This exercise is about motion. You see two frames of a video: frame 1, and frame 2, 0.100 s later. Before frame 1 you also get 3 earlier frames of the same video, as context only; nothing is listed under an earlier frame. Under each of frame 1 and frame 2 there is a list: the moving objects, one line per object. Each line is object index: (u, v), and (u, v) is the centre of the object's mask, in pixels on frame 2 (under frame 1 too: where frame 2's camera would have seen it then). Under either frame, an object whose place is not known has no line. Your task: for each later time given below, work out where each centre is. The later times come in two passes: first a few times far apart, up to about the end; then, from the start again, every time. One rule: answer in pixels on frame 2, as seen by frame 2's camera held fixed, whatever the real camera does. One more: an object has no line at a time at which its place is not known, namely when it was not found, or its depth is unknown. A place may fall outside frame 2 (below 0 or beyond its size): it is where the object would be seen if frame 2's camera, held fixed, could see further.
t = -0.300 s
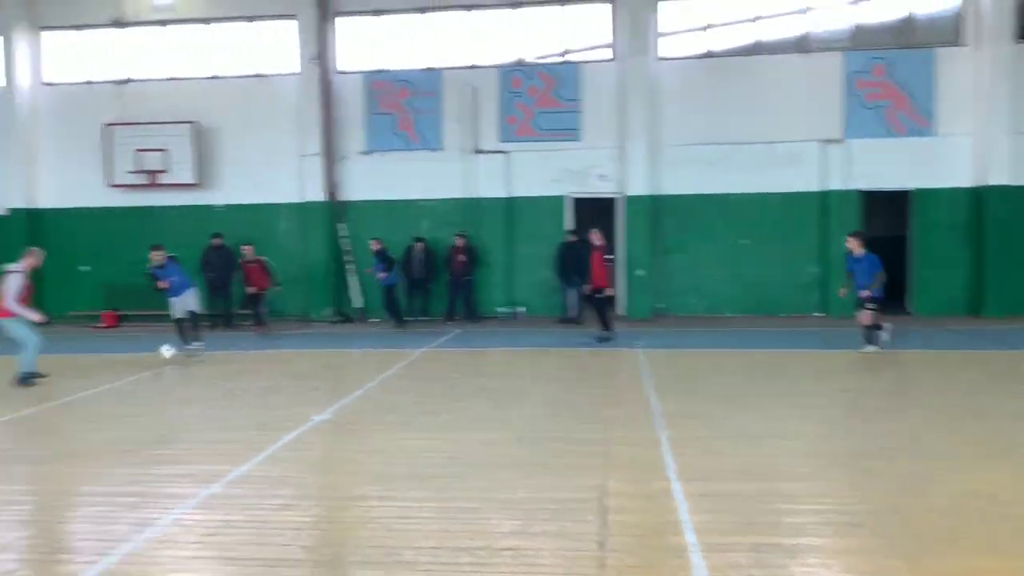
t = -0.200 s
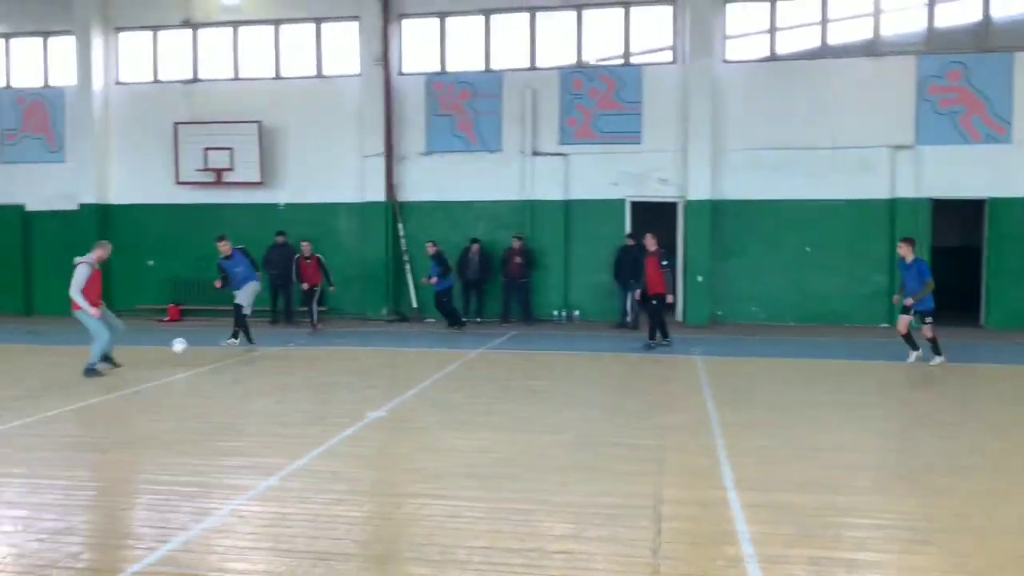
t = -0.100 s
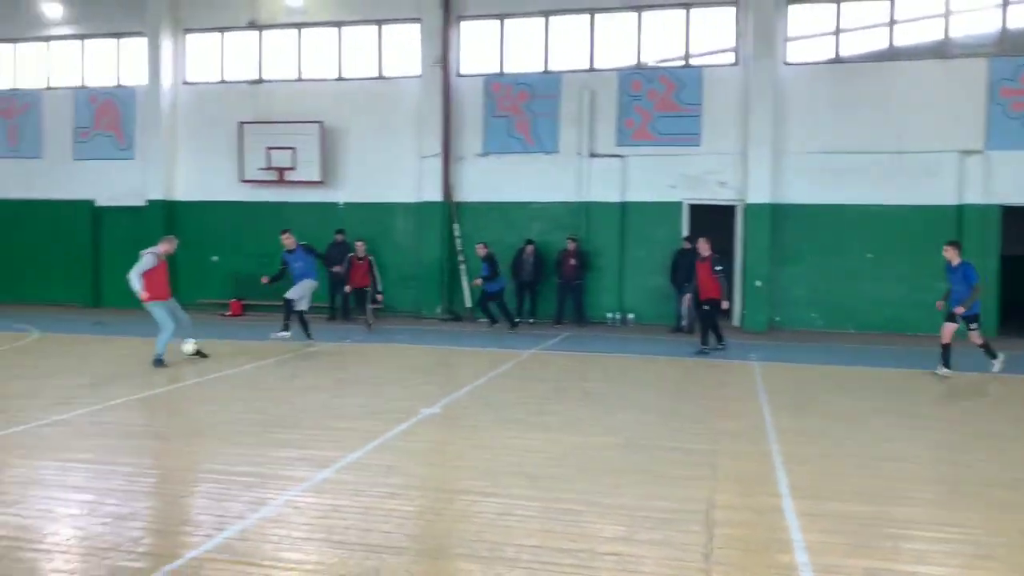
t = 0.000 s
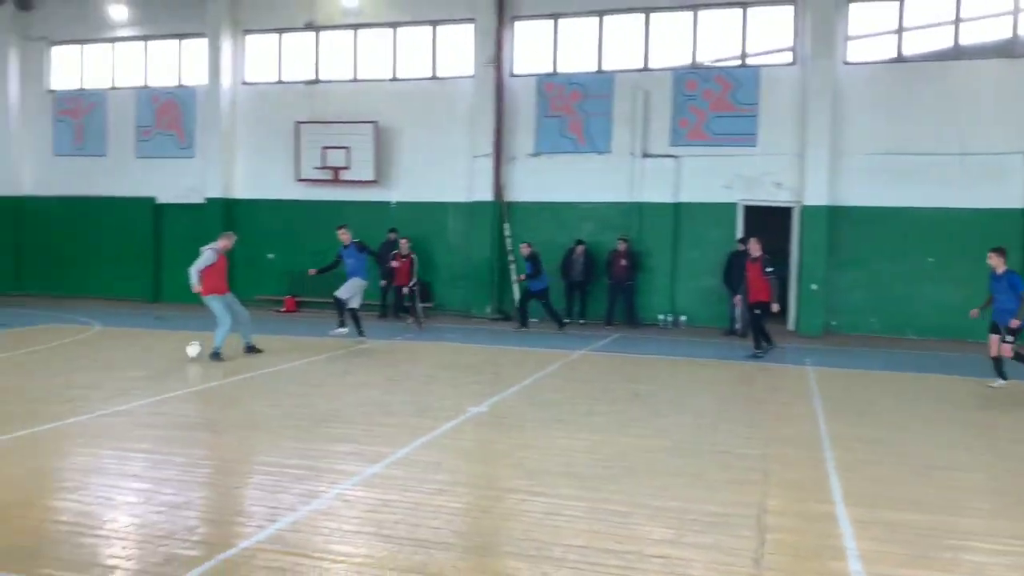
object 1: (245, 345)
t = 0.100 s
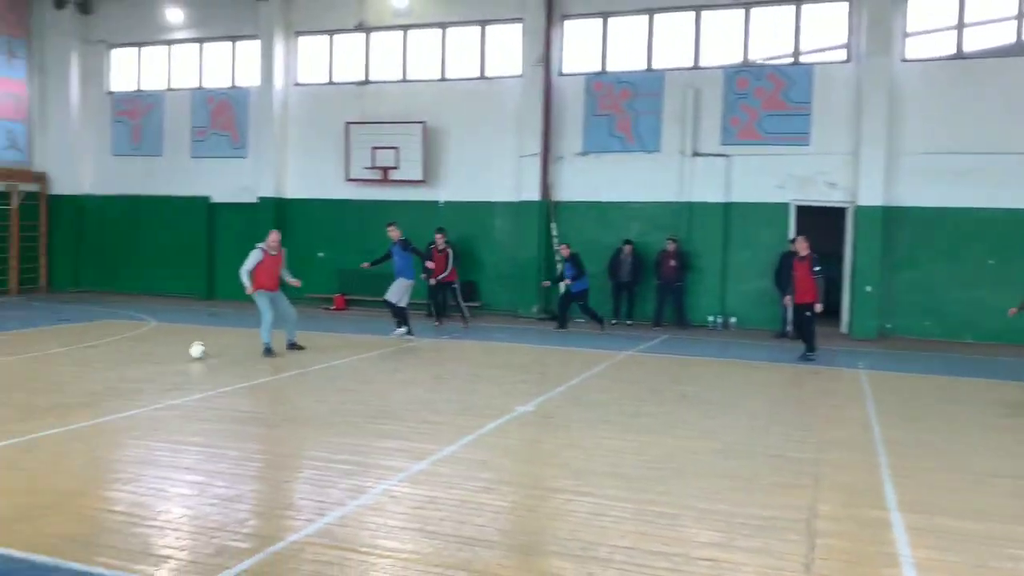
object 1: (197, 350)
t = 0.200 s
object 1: (146, 351)
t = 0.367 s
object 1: (56, 359)
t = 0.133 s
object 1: (181, 350)
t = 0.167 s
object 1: (164, 350)
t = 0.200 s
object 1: (146, 351)
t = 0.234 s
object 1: (129, 353)
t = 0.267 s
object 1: (111, 355)
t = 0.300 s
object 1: (93, 357)
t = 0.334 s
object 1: (74, 358)
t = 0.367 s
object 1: (56, 359)
